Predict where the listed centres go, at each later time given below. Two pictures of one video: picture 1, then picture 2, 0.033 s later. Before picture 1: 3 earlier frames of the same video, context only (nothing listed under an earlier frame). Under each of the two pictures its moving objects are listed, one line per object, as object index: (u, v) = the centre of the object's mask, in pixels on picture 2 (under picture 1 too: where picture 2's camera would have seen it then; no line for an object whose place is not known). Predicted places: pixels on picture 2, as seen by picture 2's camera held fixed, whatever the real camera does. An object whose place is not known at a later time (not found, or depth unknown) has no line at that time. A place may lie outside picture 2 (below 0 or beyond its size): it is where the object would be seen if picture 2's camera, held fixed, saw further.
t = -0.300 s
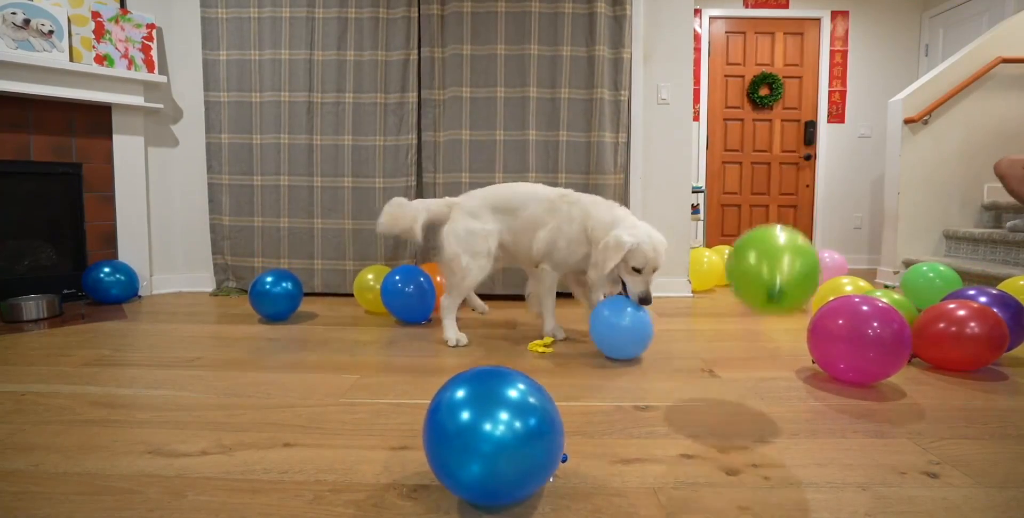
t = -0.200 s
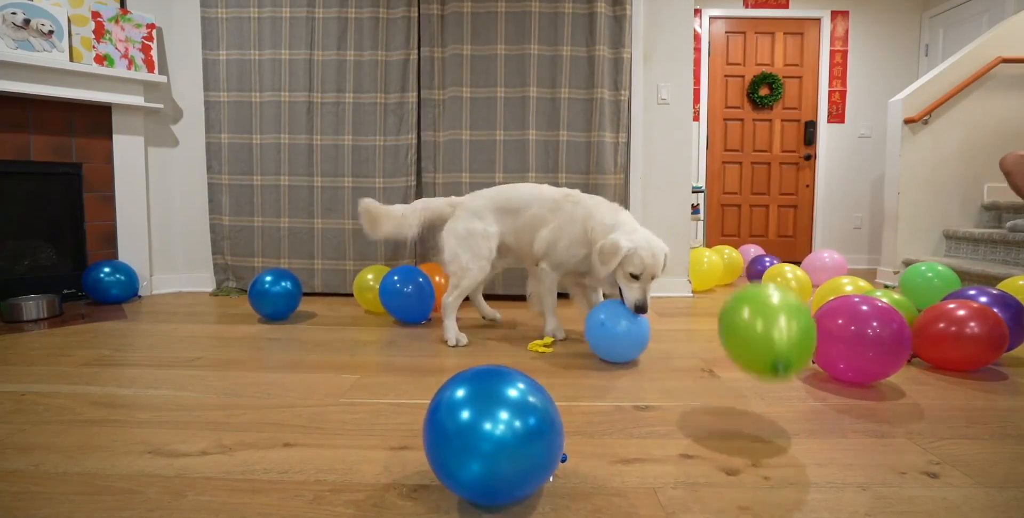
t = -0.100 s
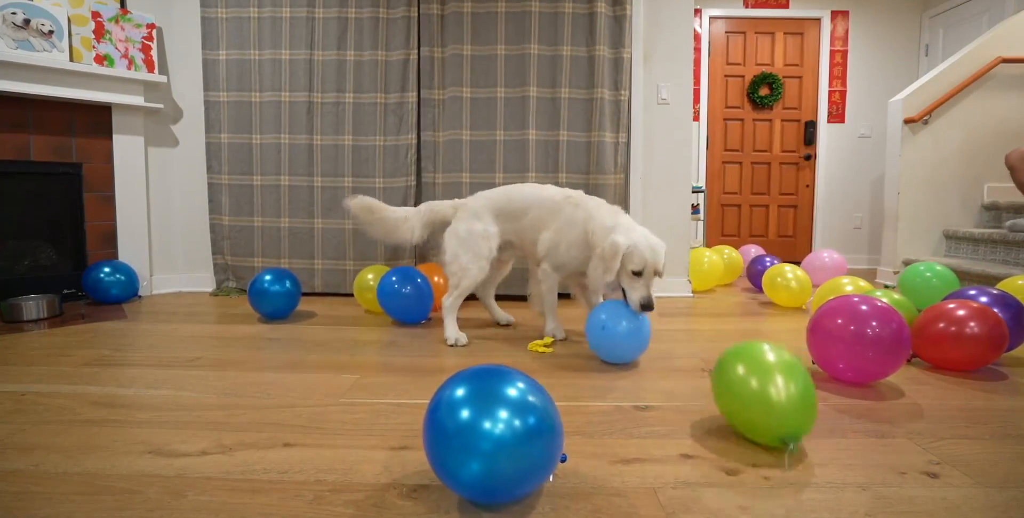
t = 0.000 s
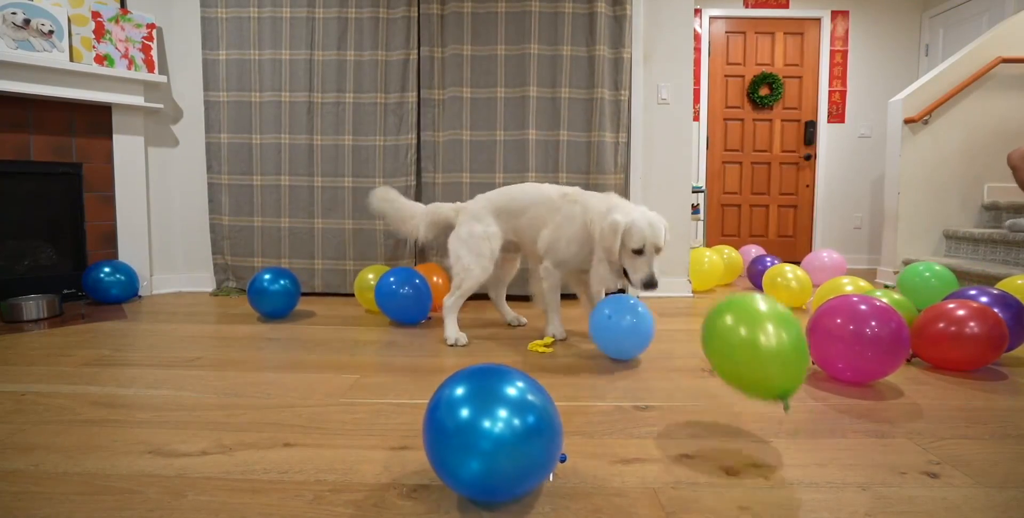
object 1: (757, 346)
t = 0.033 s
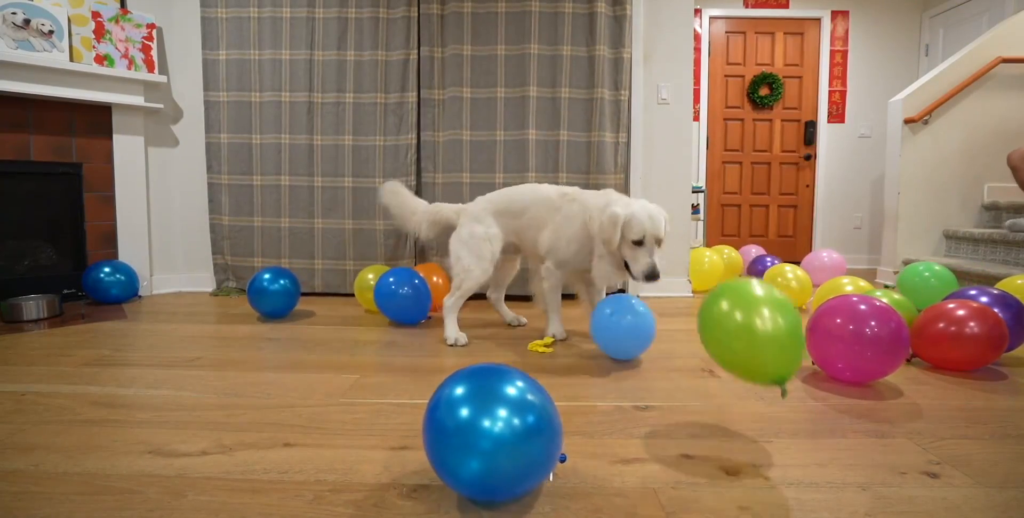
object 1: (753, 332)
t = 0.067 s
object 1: (750, 319)
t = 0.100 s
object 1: (745, 308)
